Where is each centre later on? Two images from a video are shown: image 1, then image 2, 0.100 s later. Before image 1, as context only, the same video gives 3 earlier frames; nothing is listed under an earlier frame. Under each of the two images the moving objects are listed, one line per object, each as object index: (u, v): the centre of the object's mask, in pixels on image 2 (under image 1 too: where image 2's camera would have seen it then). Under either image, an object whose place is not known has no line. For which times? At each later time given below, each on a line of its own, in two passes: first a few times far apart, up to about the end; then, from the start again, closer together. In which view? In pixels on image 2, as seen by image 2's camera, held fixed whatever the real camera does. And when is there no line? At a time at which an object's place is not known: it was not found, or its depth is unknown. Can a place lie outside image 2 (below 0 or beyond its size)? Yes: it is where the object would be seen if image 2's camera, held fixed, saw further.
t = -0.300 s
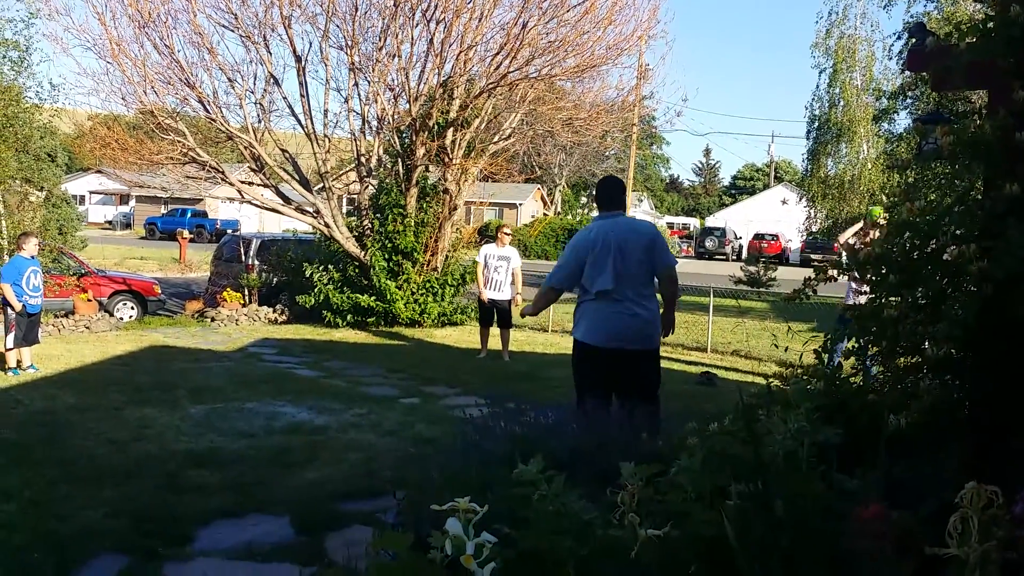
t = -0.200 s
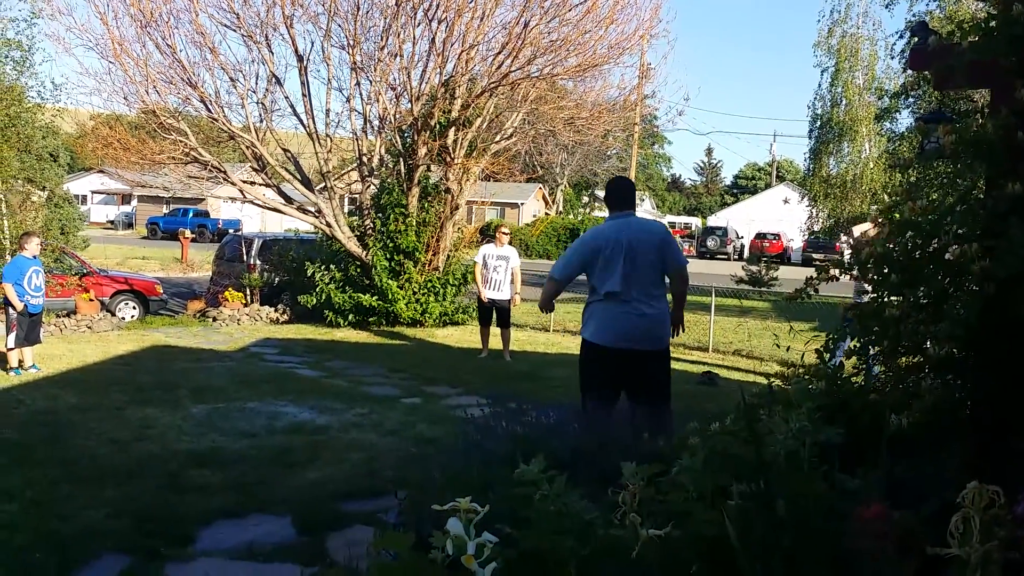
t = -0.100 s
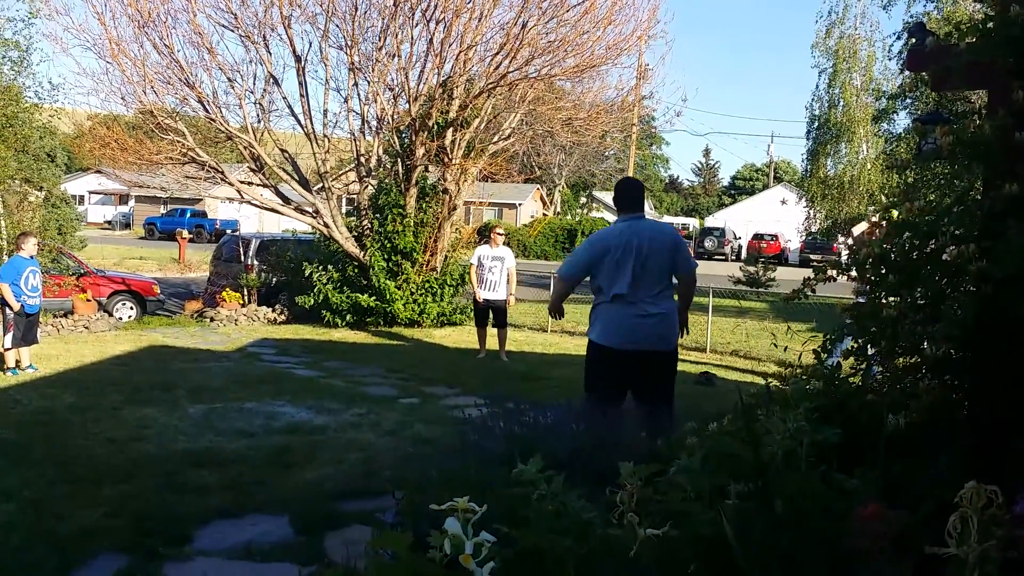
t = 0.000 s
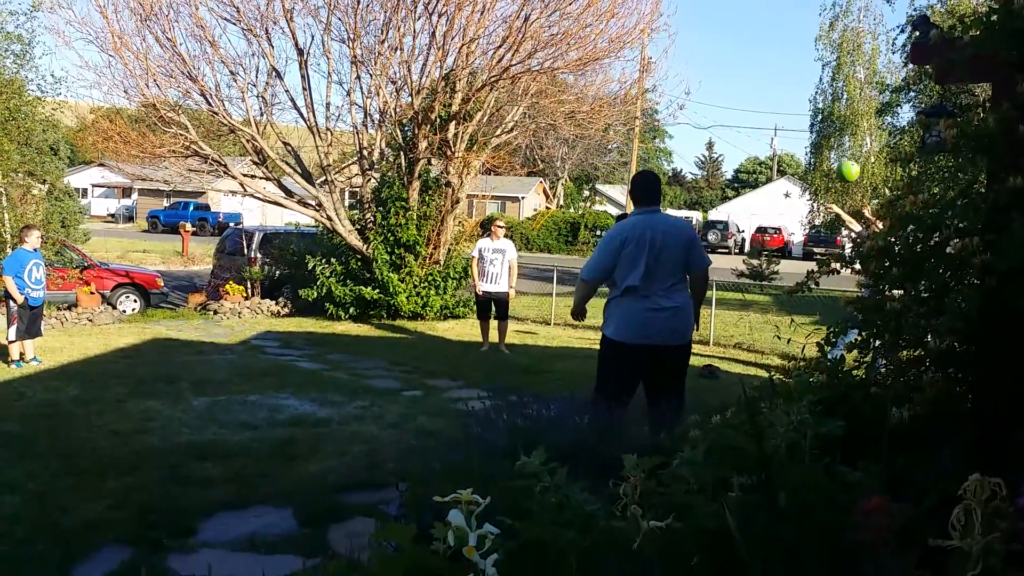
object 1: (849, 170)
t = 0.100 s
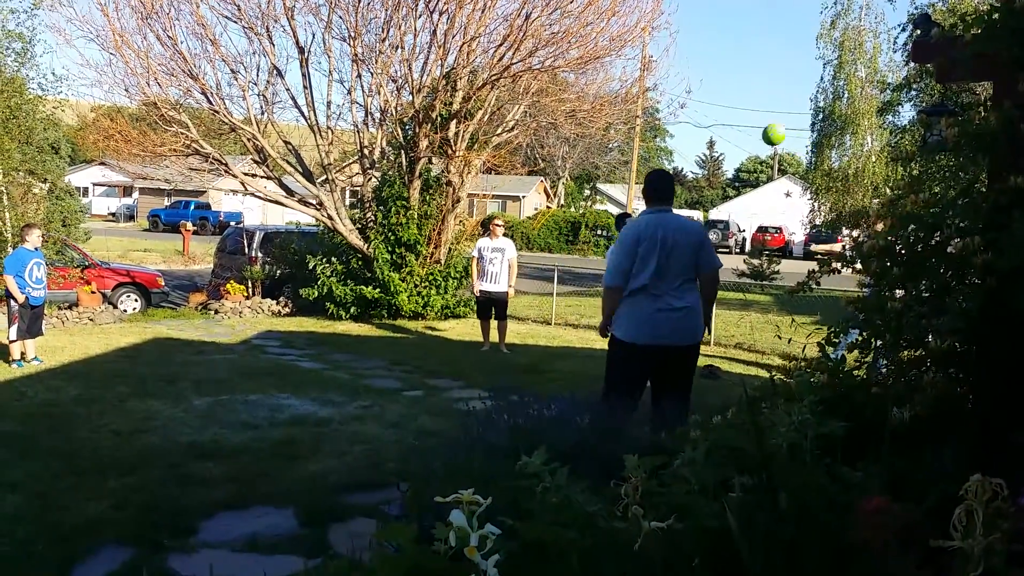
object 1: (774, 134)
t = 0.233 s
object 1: (663, 95)
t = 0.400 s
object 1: (507, 67)
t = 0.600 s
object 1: (281, 78)
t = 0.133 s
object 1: (746, 124)
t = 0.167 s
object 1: (720, 113)
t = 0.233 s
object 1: (663, 95)
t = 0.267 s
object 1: (634, 87)
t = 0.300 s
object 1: (604, 81)
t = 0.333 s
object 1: (573, 75)
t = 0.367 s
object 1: (540, 71)
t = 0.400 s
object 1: (507, 67)
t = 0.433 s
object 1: (472, 65)
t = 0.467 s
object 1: (437, 65)
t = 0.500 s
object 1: (400, 65)
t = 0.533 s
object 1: (361, 68)
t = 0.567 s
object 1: (322, 72)
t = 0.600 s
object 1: (281, 78)
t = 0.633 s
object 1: (238, 85)
